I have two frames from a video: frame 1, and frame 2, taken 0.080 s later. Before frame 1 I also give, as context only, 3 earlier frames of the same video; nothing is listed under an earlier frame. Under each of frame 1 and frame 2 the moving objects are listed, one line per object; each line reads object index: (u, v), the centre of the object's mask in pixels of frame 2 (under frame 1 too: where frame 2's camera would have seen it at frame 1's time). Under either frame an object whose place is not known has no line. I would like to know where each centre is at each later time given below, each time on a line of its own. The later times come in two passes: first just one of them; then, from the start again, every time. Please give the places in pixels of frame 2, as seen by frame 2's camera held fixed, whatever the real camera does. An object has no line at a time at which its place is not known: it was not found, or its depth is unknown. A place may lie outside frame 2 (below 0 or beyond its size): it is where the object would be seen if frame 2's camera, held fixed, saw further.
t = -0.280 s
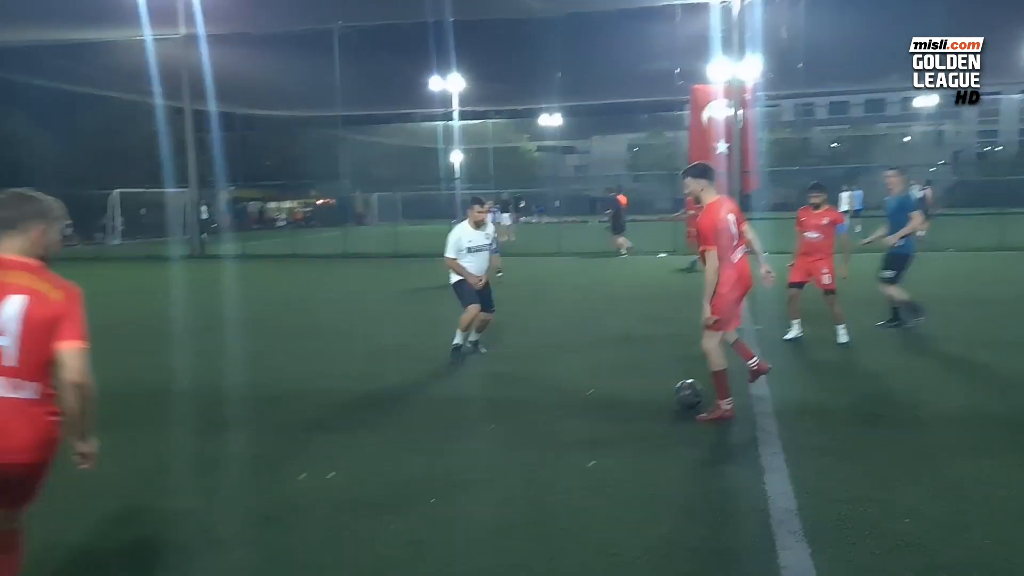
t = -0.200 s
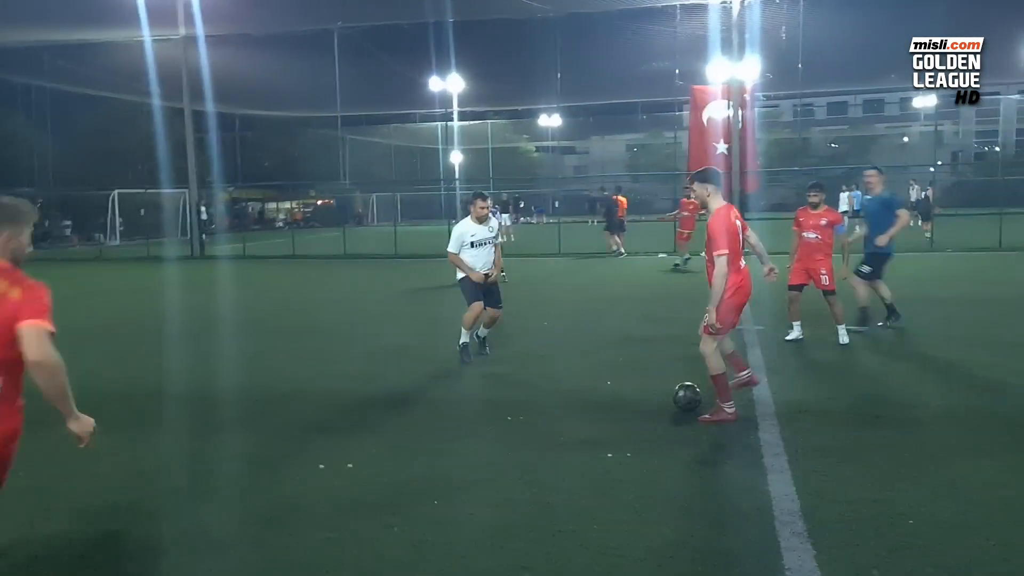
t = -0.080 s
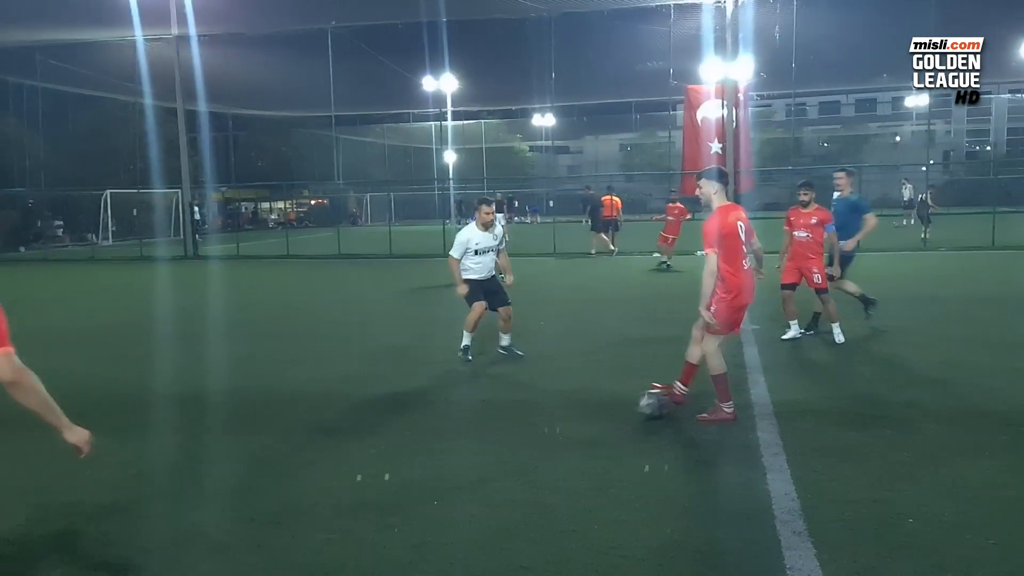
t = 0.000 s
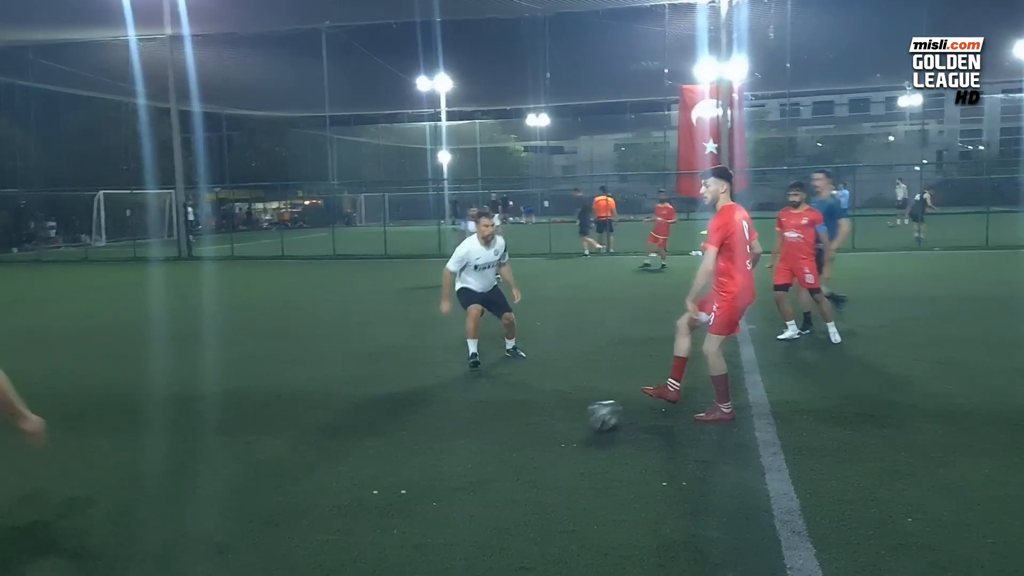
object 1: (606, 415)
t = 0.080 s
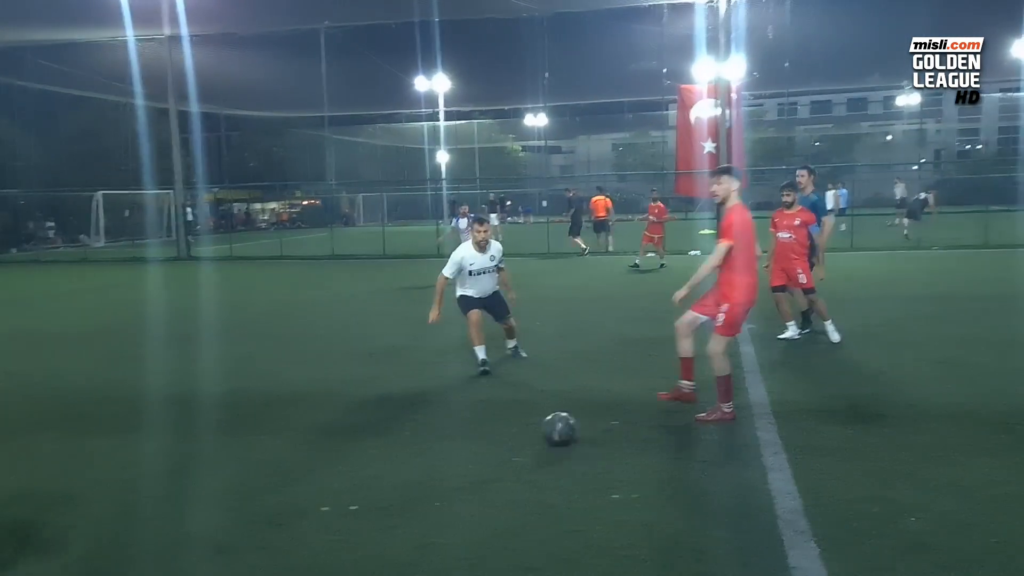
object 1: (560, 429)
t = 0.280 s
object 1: (463, 455)
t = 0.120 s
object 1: (544, 433)
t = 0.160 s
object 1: (526, 438)
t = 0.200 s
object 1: (500, 445)
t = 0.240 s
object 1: (482, 449)
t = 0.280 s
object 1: (463, 455)
